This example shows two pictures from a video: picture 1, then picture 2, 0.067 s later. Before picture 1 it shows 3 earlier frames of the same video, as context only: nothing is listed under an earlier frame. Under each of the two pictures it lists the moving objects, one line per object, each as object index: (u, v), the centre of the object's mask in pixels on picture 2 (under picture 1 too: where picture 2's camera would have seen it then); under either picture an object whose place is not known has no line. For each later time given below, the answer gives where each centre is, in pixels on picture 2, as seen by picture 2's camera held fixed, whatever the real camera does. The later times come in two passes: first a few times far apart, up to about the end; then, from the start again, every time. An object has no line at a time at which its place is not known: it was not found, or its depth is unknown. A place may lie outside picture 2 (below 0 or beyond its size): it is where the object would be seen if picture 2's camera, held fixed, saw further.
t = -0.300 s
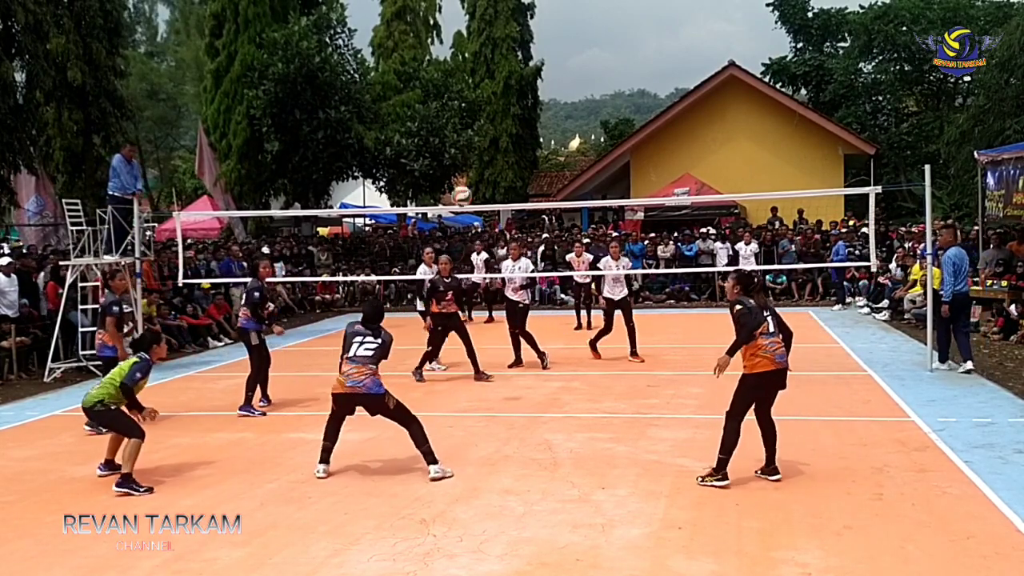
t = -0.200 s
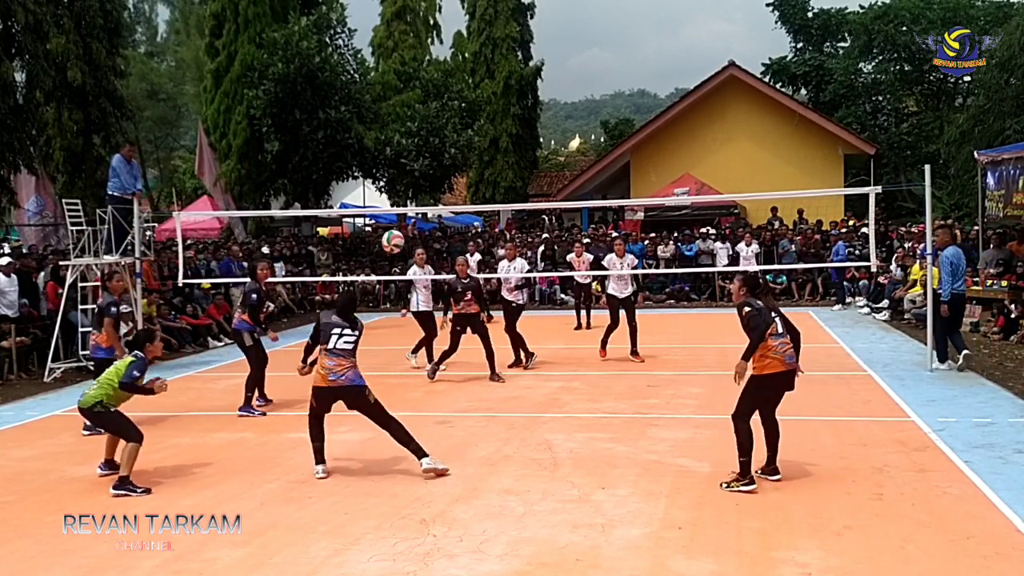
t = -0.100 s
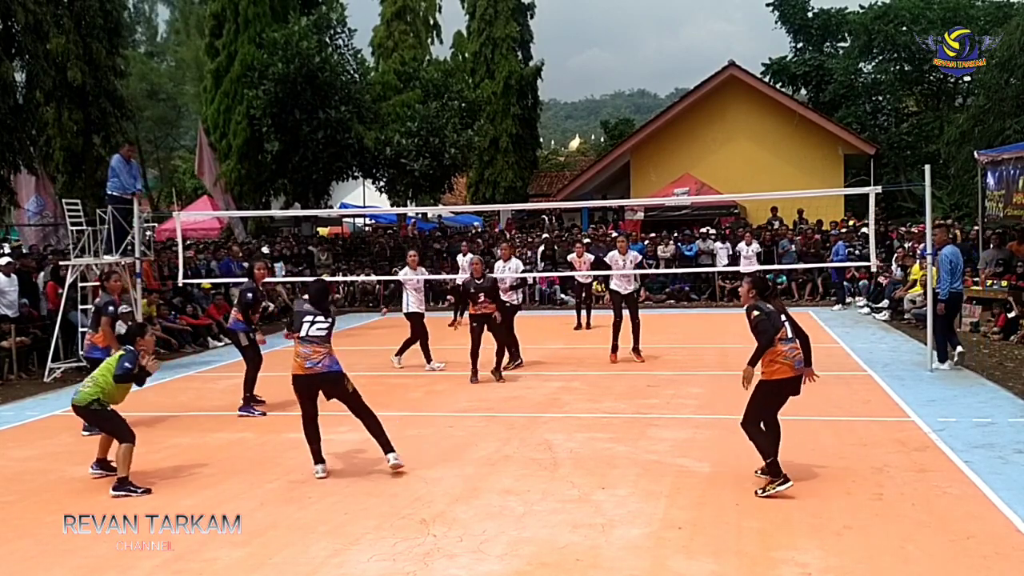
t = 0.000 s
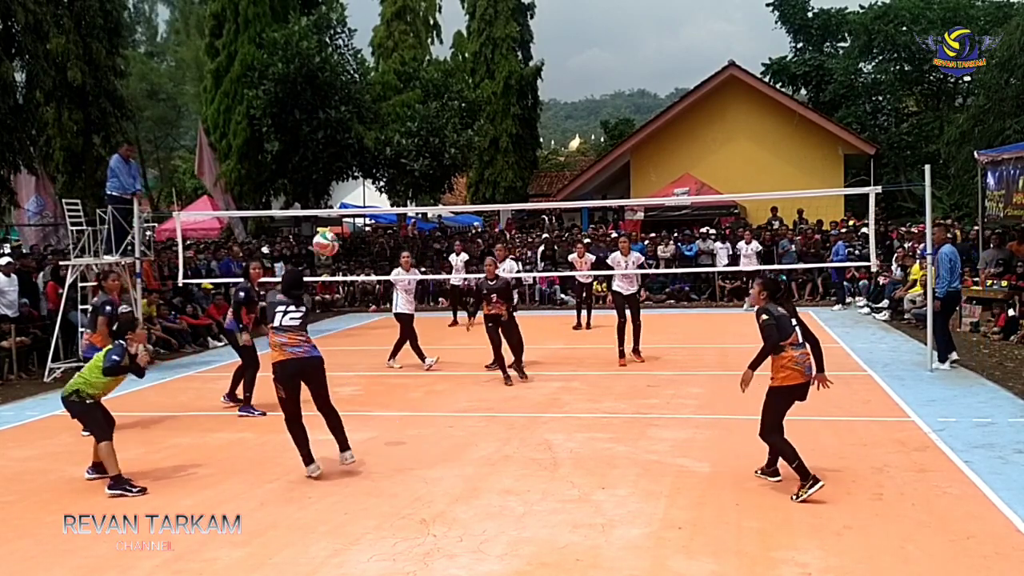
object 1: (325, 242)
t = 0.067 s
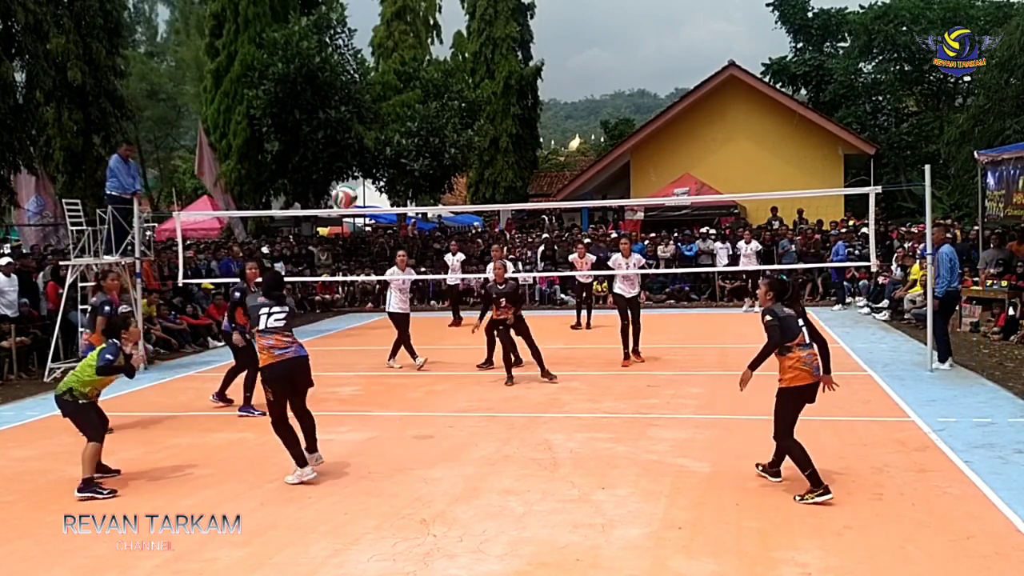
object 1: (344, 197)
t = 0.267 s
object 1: (401, 93)
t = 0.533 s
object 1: (473, 32)
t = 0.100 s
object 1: (354, 175)
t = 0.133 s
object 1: (363, 156)
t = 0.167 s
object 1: (373, 138)
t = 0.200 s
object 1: (382, 122)
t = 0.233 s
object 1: (392, 107)
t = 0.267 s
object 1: (401, 93)
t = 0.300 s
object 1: (410, 81)
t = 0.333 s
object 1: (419, 70)
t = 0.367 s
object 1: (428, 60)
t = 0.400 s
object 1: (437, 52)
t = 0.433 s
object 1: (446, 46)
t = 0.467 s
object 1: (456, 40)
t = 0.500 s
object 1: (465, 36)
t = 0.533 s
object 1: (473, 32)
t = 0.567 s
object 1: (481, 31)
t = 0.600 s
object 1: (490, 31)
